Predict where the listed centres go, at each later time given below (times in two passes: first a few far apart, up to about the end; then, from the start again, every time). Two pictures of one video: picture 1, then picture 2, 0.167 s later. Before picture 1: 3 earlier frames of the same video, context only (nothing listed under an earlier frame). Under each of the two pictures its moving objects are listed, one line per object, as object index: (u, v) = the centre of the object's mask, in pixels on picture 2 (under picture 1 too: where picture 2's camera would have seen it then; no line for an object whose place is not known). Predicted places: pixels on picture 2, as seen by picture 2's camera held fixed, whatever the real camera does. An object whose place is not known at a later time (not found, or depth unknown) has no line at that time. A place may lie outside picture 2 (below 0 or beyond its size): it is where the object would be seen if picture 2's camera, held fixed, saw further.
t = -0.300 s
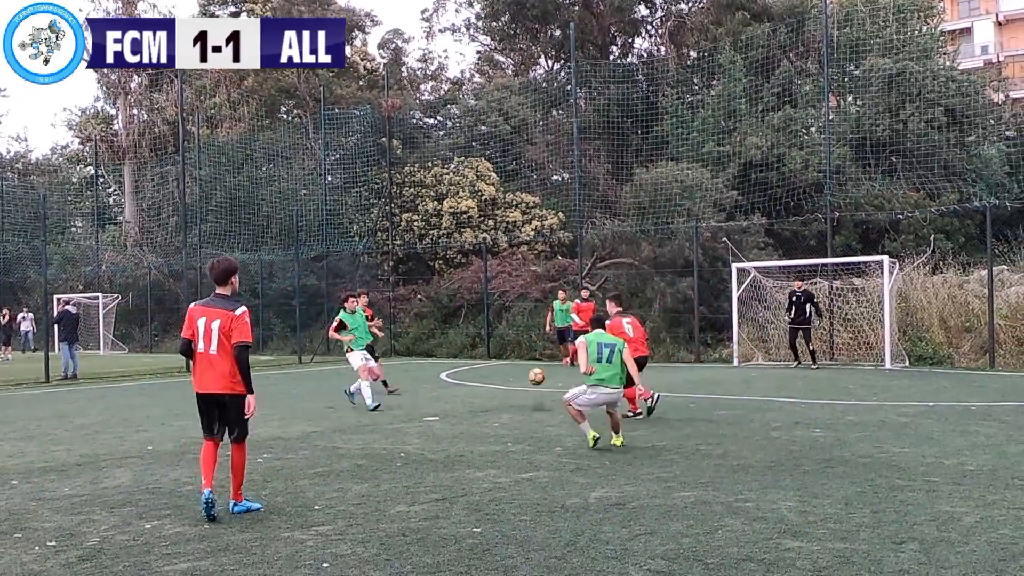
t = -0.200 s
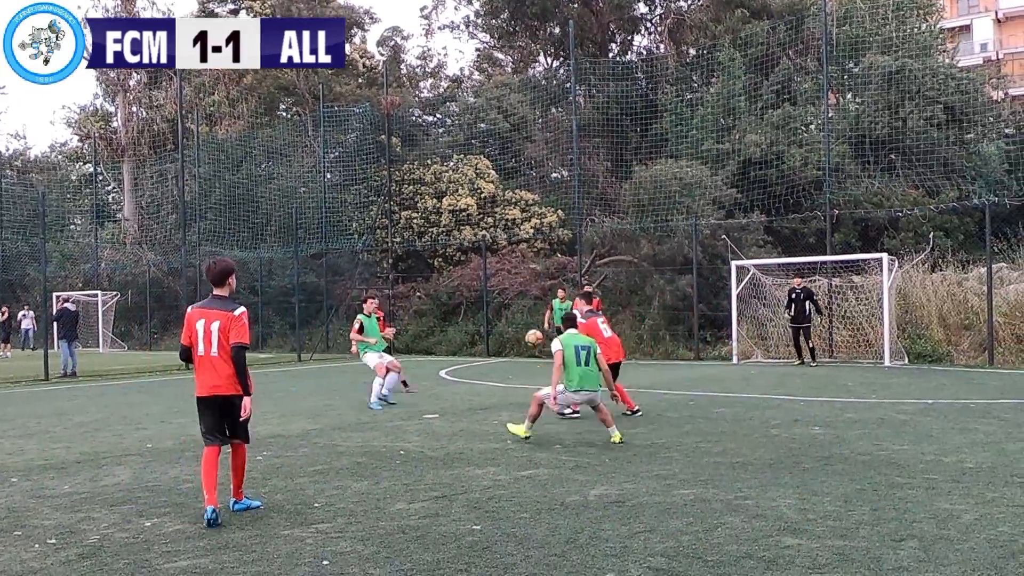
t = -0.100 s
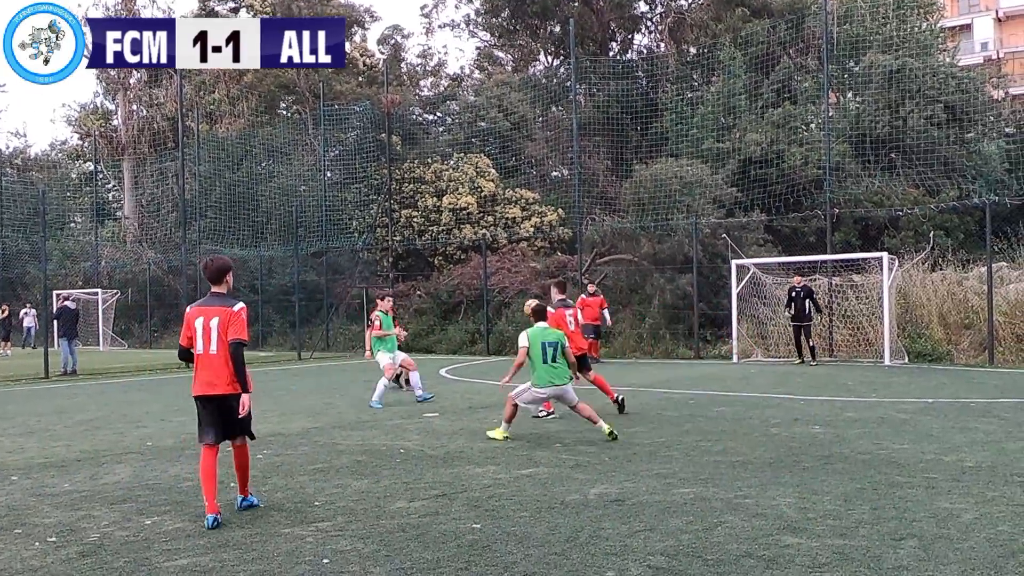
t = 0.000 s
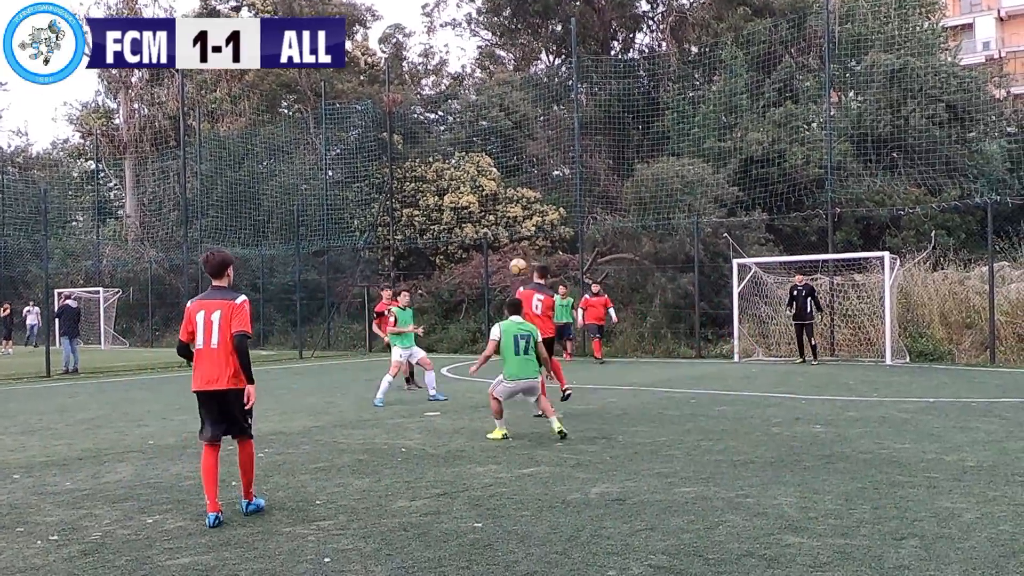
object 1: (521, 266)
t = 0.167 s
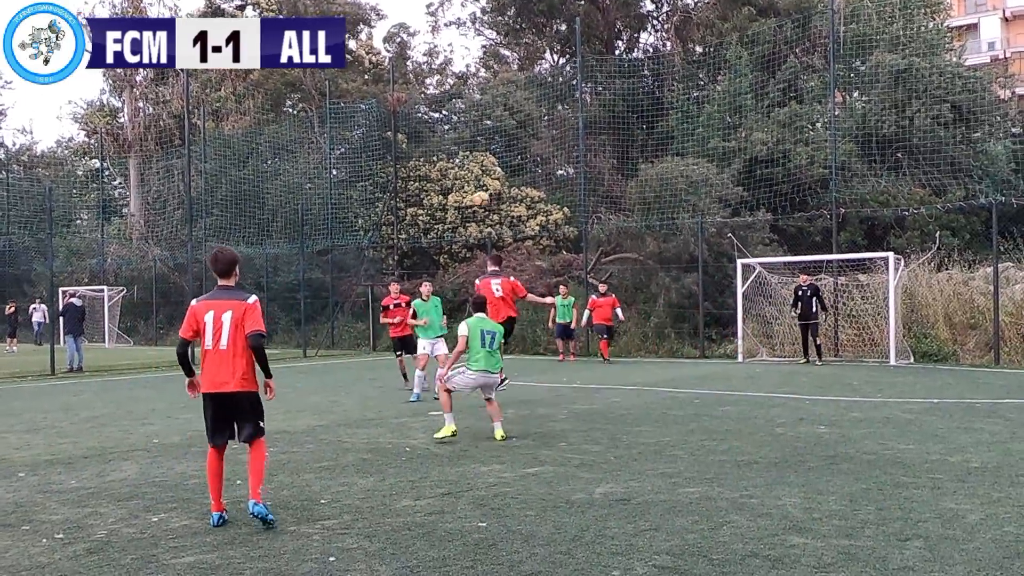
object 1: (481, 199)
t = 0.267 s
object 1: (458, 173)
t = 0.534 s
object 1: (403, 139)
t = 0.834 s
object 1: (349, 165)
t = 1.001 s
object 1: (321, 204)
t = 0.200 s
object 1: (474, 190)
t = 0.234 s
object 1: (465, 181)
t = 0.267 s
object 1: (458, 173)
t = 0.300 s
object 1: (452, 165)
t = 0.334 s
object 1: (444, 159)
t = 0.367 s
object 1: (437, 154)
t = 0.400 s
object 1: (430, 149)
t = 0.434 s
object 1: (423, 146)
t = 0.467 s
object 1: (417, 143)
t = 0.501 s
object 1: (411, 141)
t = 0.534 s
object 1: (403, 139)
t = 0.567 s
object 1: (398, 140)
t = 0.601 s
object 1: (391, 140)
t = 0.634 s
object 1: (384, 141)
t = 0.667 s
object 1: (378, 143)
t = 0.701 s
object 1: (373, 146)
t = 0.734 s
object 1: (366, 149)
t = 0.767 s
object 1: (360, 154)
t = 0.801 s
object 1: (354, 159)
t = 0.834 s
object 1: (349, 165)
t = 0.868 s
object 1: (343, 171)
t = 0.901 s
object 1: (338, 178)
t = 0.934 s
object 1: (332, 186)
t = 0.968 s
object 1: (326, 195)
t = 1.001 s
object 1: (321, 204)
